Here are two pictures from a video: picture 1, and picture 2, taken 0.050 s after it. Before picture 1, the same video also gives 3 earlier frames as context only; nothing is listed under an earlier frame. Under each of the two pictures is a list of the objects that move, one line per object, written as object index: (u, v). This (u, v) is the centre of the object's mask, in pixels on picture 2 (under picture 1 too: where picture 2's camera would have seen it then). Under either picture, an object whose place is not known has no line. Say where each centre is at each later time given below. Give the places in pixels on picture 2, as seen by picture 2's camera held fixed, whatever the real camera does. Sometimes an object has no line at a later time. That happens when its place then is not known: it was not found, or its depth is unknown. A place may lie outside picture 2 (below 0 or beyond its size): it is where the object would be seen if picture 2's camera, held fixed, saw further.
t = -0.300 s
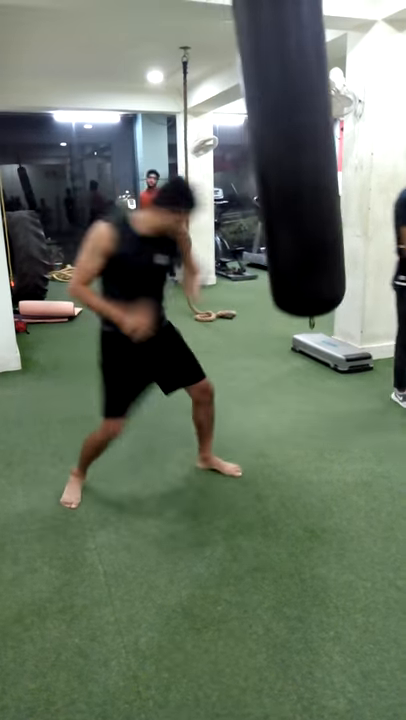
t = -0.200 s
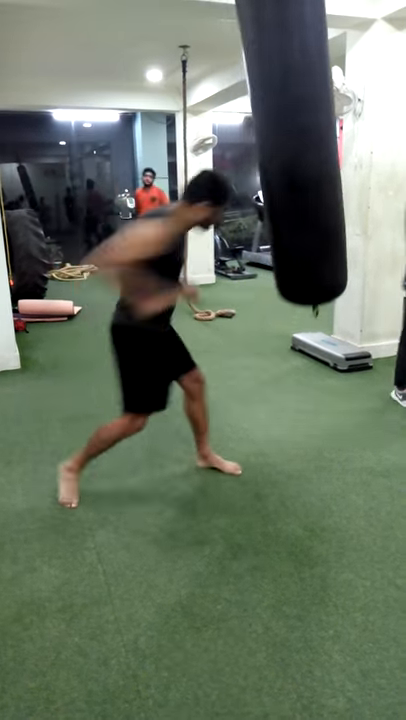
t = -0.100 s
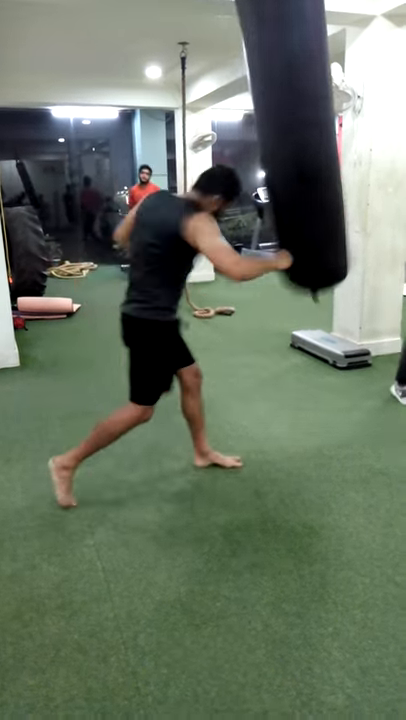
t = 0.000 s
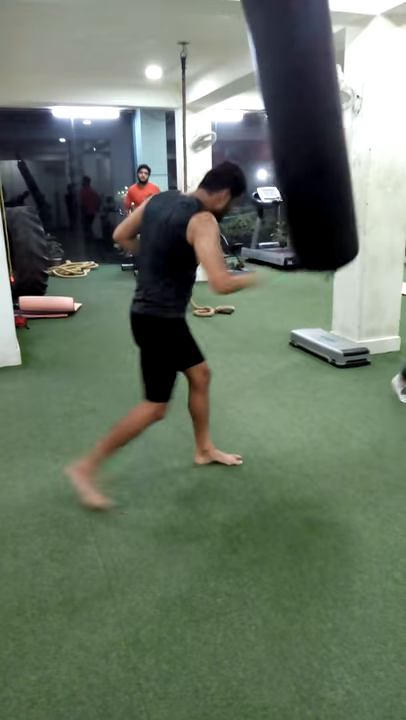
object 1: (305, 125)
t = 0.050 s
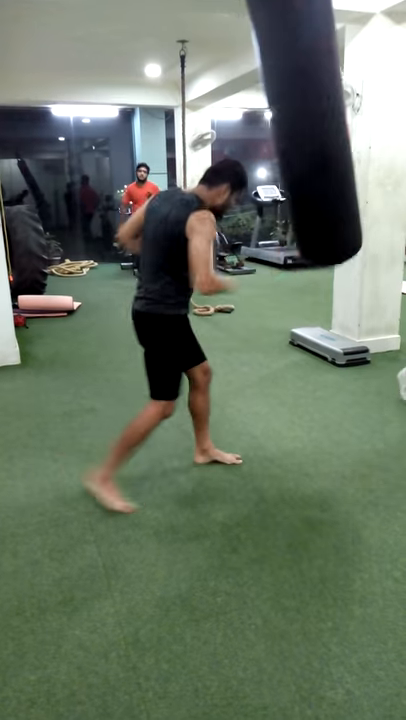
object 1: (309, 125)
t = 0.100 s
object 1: (311, 126)
